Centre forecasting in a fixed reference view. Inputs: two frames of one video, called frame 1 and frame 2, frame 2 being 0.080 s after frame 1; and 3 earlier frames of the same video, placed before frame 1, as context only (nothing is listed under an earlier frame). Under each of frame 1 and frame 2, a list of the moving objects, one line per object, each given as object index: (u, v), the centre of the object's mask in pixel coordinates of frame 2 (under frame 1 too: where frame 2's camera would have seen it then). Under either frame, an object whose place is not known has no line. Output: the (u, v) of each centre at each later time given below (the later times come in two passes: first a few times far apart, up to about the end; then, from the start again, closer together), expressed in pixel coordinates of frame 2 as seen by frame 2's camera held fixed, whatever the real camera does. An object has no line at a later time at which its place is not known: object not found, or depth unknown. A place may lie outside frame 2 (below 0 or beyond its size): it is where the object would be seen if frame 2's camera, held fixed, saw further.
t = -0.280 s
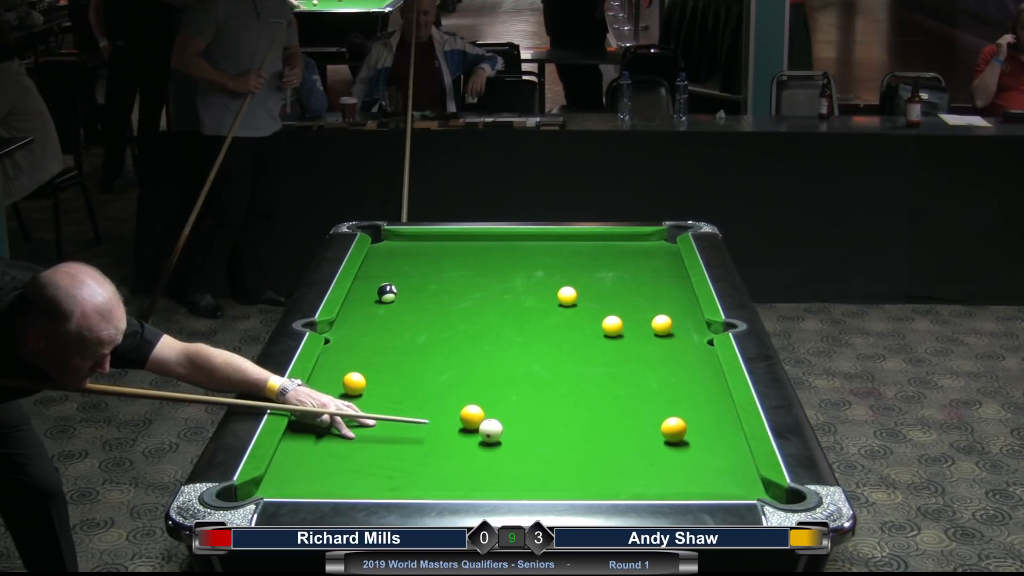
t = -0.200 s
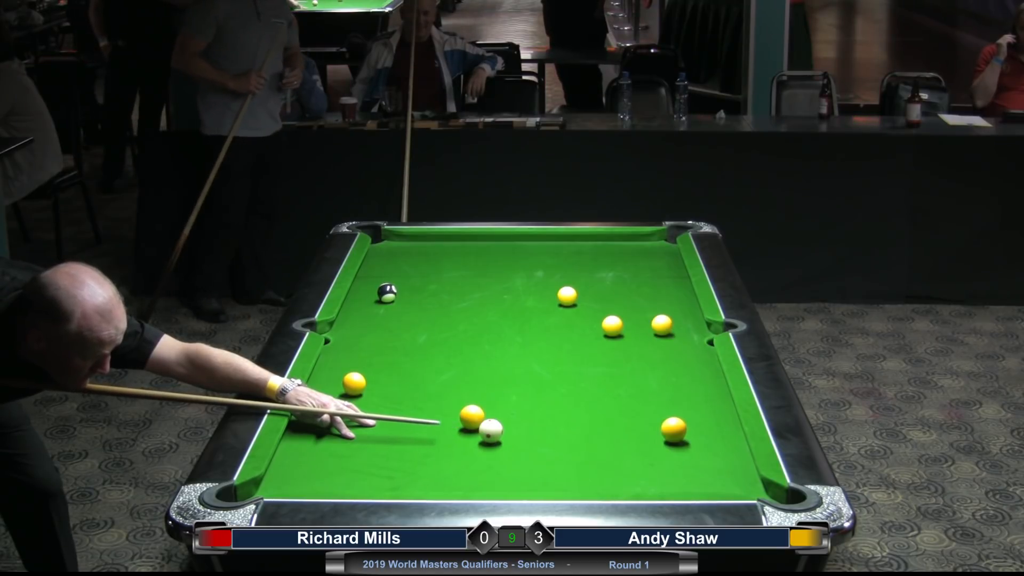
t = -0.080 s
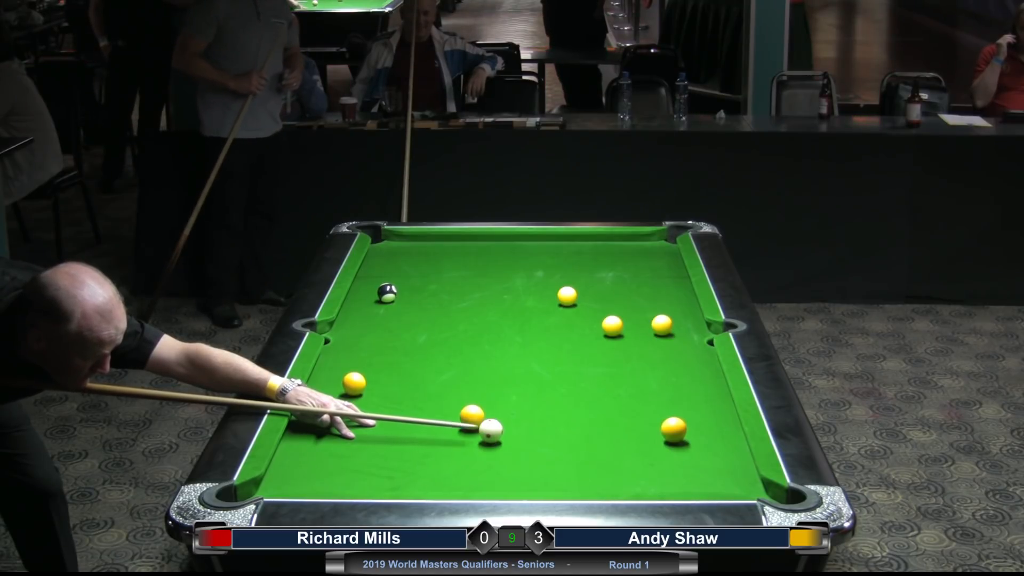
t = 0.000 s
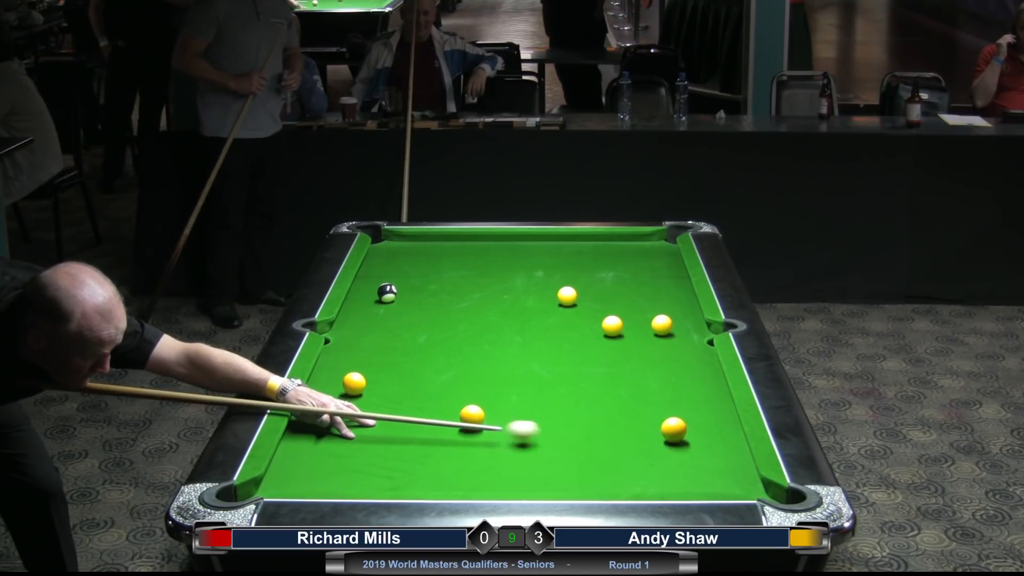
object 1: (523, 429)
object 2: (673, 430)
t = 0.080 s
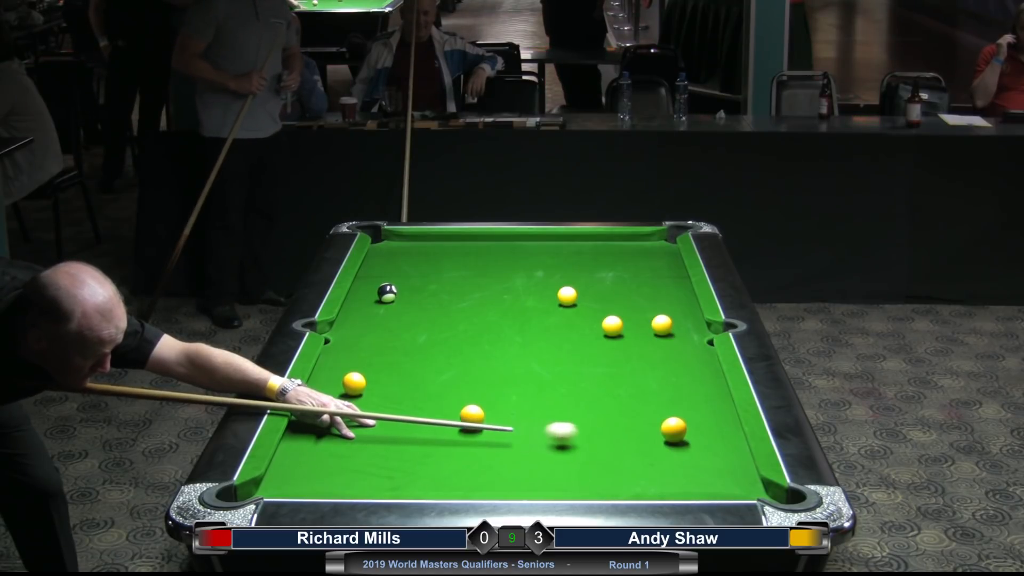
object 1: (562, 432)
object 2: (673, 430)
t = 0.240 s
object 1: (638, 436)
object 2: (674, 430)
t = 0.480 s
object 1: (726, 453)
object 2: (692, 421)
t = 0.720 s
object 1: (702, 470)
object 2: (711, 413)
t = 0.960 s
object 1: (656, 481)
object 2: (720, 406)
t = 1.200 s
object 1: (613, 485)
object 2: (708, 401)
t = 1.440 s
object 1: (576, 481)
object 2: (699, 397)
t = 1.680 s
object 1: (542, 478)
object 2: (691, 394)
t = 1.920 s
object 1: (511, 472)
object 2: (686, 392)
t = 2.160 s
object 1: (483, 467)
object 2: (683, 390)
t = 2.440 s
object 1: (455, 463)
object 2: (680, 390)
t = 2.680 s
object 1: (435, 460)
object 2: (681, 390)
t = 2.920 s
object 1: (417, 457)
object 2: (682, 390)
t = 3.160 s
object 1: (402, 455)
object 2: (681, 390)
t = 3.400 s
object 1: (390, 453)
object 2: (681, 390)
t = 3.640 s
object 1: (382, 452)
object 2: (681, 390)
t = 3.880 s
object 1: (377, 451)
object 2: (681, 390)
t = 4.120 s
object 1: (374, 450)
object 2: (681, 390)
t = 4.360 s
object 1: (373, 450)
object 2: (681, 390)
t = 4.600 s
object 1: (373, 450)
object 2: (681, 390)
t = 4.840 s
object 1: (373, 450)
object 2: (682, 390)
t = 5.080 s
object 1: (373, 450)
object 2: (681, 390)
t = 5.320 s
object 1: (373, 450)
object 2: (681, 390)
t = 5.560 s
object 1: (373, 450)
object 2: (681, 390)
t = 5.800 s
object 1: (373, 450)
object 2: (681, 390)
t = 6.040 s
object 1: (373, 450)
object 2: (681, 390)
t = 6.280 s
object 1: (373, 450)
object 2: (682, 390)
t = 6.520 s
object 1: (373, 450)
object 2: (682, 390)
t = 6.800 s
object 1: (373, 450)
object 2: (682, 390)
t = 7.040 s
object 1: (373, 450)
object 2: (681, 390)
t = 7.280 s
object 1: (373, 450)
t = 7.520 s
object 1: (373, 450)
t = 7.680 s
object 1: (374, 450)
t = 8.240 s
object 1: (373, 450)
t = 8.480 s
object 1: (373, 450)
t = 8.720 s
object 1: (373, 450)
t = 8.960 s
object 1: (373, 450)
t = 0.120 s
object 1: (580, 433)
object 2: (673, 430)
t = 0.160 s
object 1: (600, 433)
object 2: (673, 430)
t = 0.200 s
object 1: (619, 434)
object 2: (673, 430)
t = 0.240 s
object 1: (638, 436)
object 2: (674, 430)
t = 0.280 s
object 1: (657, 438)
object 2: (676, 428)
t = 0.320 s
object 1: (671, 440)
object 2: (679, 424)
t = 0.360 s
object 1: (684, 443)
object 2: (682, 423)
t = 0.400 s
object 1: (698, 447)
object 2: (685, 424)
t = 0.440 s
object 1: (712, 450)
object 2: (689, 423)
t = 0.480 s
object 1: (726, 453)
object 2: (692, 421)
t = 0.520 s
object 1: (739, 458)
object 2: (695, 420)
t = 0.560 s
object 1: (733, 460)
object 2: (699, 418)
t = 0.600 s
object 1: (725, 462)
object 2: (702, 417)
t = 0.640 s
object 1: (718, 465)
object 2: (705, 415)
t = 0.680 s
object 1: (710, 467)
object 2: (708, 414)
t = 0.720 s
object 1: (702, 470)
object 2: (711, 413)
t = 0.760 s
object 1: (694, 472)
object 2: (714, 411)
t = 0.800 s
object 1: (687, 474)
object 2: (717, 410)
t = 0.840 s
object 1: (679, 477)
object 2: (720, 409)
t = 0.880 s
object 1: (672, 478)
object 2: (723, 408)
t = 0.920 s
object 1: (664, 480)
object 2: (722, 406)
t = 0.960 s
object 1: (656, 481)
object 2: (720, 406)
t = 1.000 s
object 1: (649, 483)
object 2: (718, 405)
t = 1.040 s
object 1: (641, 484)
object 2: (716, 404)
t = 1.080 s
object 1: (634, 485)
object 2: (714, 403)
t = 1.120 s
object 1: (625, 486)
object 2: (712, 402)
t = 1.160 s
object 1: (619, 486)
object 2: (710, 402)
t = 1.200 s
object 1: (613, 485)
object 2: (708, 401)
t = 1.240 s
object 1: (606, 484)
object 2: (707, 400)
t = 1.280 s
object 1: (600, 484)
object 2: (705, 400)
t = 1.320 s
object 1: (594, 483)
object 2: (703, 399)
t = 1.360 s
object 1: (588, 483)
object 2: (702, 398)
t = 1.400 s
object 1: (582, 482)
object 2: (700, 398)
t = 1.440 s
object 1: (576, 481)
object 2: (699, 397)
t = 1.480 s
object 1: (570, 481)
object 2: (698, 396)
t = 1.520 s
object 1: (564, 480)
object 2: (696, 396)
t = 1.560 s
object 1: (559, 479)
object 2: (695, 395)
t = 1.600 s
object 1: (553, 479)
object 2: (694, 395)
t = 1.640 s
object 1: (547, 478)
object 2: (693, 394)
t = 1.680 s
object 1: (542, 478)
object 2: (691, 394)
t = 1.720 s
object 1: (537, 476)
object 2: (690, 393)
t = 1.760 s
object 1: (531, 475)
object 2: (690, 393)
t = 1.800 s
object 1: (526, 474)
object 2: (689, 393)
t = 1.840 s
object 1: (521, 473)
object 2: (688, 392)
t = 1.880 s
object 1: (516, 473)
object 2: (687, 392)
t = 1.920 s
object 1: (511, 472)
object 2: (686, 392)
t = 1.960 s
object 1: (506, 471)
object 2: (686, 391)
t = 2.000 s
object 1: (501, 470)
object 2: (685, 391)
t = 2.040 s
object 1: (497, 470)
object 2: (684, 391)
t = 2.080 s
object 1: (492, 469)
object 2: (684, 390)
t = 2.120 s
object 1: (488, 468)
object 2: (683, 390)
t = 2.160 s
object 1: (483, 467)
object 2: (683, 390)
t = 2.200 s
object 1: (479, 466)
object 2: (682, 390)
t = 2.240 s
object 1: (475, 466)
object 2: (682, 390)
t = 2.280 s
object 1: (471, 465)
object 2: (681, 390)
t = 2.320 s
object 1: (467, 465)
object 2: (681, 390)
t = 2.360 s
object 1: (463, 464)
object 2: (681, 390)
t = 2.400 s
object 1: (459, 464)
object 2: (681, 390)
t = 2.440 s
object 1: (455, 463)
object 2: (680, 390)
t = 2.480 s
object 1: (452, 462)
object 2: (681, 390)
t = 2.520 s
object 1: (448, 462)
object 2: (681, 390)
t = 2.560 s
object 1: (445, 461)
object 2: (681, 390)
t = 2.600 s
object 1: (441, 460)
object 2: (681, 390)
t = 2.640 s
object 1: (438, 460)
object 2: (681, 390)
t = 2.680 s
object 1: (435, 460)
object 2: (681, 390)
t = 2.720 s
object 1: (431, 459)
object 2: (681, 390)
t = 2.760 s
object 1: (428, 459)
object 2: (682, 390)
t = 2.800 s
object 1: (425, 459)
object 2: (682, 390)
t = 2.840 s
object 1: (422, 458)
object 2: (682, 390)
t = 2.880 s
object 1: (420, 458)
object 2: (681, 390)
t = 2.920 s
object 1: (417, 457)
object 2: (682, 390)
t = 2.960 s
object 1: (414, 457)
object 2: (681, 390)
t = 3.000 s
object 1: (412, 456)
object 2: (682, 390)
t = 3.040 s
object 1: (409, 456)
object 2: (681, 390)
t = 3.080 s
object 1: (407, 455)
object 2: (681, 390)
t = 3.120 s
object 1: (405, 455)
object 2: (681, 390)
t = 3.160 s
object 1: (402, 455)
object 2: (681, 390)
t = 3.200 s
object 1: (400, 455)
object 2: (681, 390)
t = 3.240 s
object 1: (398, 454)
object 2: (681, 390)
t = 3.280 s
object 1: (396, 454)
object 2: (681, 390)
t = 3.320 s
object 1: (394, 454)
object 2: (681, 390)
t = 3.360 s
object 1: (392, 454)
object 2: (681, 390)
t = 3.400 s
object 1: (390, 453)
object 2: (681, 390)
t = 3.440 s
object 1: (389, 453)
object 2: (681, 390)
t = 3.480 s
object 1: (387, 453)
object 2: (681, 390)
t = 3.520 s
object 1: (386, 453)
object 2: (681, 390)
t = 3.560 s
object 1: (385, 452)
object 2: (682, 390)
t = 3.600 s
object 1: (383, 452)
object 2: (681, 390)
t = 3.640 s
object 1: (382, 452)
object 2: (681, 390)
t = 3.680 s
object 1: (381, 452)
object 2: (681, 390)
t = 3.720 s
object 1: (380, 451)
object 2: (681, 390)
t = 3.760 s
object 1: (379, 451)
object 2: (681, 390)
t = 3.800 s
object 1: (378, 451)
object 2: (681, 390)
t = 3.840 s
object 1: (377, 451)
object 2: (681, 390)
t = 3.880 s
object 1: (377, 451)
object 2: (681, 390)
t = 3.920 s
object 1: (376, 450)
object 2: (681, 390)
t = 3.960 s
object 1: (376, 450)
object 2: (681, 390)
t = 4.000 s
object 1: (375, 450)
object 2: (681, 390)
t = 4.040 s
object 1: (375, 450)
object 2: (681, 390)
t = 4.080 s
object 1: (374, 450)
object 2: (681, 390)
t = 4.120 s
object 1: (374, 450)
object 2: (681, 390)
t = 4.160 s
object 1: (373, 450)
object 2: (681, 390)
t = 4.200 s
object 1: (373, 450)
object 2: (681, 390)
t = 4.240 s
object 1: (373, 450)
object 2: (681, 390)
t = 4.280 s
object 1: (373, 450)
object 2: (682, 390)
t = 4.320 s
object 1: (373, 450)
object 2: (682, 390)
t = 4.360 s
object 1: (373, 450)
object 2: (681, 390)
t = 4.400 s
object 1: (373, 450)
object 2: (681, 390)
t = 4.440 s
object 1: (373, 450)
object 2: (681, 390)
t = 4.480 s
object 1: (373, 450)
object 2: (681, 390)
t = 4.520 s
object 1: (373, 450)
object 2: (681, 390)
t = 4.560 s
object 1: (373, 450)
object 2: (682, 390)
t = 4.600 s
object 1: (373, 450)
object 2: (681, 390)
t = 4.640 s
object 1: (373, 450)
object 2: (681, 390)
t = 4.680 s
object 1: (373, 450)
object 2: (681, 390)
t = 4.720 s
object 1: (373, 450)
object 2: (681, 390)
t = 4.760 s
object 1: (373, 450)
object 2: (681, 390)
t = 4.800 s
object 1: (373, 450)
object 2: (682, 390)
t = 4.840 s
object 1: (373, 450)
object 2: (682, 390)
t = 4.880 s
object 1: (373, 450)
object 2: (681, 390)
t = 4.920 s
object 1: (373, 450)
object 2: (681, 390)
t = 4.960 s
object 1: (373, 450)
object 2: (681, 390)
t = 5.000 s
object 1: (373, 450)
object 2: (681, 390)
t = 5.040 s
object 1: (373, 450)
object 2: (682, 390)
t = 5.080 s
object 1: (373, 450)
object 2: (681, 390)
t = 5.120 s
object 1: (373, 450)
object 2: (681, 390)
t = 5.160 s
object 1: (373, 450)
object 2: (681, 390)
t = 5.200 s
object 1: (373, 450)
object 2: (681, 390)
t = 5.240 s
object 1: (373, 450)
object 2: (681, 390)
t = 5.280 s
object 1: (373, 450)
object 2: (681, 390)
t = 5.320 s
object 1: (373, 450)
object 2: (681, 390)
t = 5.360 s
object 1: (373, 450)
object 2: (681, 390)
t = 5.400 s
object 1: (373, 450)
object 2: (681, 390)
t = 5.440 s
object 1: (373, 450)
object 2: (681, 390)
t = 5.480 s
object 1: (373, 450)
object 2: (682, 390)
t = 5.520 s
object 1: (373, 450)
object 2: (681, 390)
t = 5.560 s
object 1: (373, 450)
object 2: (681, 390)
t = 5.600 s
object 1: (373, 450)
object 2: (681, 390)
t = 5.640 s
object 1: (373, 450)
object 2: (681, 390)
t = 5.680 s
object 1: (373, 450)
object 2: (682, 390)
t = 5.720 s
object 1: (373, 450)
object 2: (681, 390)
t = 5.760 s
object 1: (373, 450)
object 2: (681, 390)
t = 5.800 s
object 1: (373, 450)
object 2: (681, 390)
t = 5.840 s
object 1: (373, 450)
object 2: (682, 390)
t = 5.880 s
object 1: (373, 450)
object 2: (681, 390)
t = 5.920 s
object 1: (373, 450)
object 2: (681, 390)
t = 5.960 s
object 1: (373, 450)
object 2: (681, 390)
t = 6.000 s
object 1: (373, 450)
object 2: (682, 390)
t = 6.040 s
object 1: (373, 450)
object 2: (681, 390)
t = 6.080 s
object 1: (373, 450)
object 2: (682, 390)
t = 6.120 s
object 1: (373, 450)
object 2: (682, 390)
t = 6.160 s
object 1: (373, 450)
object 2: (681, 390)
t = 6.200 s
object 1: (373, 450)
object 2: (681, 390)
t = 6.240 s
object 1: (373, 450)
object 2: (681, 390)
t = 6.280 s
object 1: (373, 450)
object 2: (682, 390)
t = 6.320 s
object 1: (373, 450)
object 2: (682, 390)
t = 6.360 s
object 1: (373, 450)
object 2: (681, 390)
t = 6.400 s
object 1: (373, 450)
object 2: (681, 390)
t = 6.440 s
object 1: (373, 450)
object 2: (681, 390)
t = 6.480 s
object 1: (373, 450)
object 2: (681, 390)
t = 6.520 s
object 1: (373, 450)
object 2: (682, 390)
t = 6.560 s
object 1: (373, 450)
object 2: (682, 390)
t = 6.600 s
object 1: (373, 450)
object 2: (681, 390)
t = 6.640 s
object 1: (373, 450)
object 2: (681, 390)
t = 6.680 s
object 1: (373, 450)
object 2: (682, 390)
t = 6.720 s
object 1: (373, 450)
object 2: (681, 390)
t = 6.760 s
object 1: (373, 450)
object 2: (682, 390)
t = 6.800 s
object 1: (373, 450)
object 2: (682, 390)
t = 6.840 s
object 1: (373, 450)
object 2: (681, 390)
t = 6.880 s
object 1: (373, 450)
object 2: (682, 390)
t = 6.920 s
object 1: (373, 450)
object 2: (682, 390)
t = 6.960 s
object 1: (373, 450)
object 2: (681, 390)
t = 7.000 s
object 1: (373, 450)
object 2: (681, 390)
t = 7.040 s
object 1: (373, 450)
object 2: (681, 390)
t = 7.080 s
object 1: (373, 450)
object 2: (681, 390)
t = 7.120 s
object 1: (373, 450)
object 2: (681, 390)
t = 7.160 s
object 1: (373, 450)
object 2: (681, 390)
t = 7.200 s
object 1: (373, 450)
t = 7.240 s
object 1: (373, 450)
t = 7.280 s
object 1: (373, 450)
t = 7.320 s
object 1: (373, 450)
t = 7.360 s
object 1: (373, 450)
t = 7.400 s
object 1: (373, 450)
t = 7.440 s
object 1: (373, 450)
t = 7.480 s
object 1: (373, 450)
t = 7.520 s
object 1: (373, 450)
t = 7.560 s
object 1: (373, 450)
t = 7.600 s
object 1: (373, 450)
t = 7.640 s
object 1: (373, 450)
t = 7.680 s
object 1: (374, 450)
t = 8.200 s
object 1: (370, 448)
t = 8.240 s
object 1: (373, 450)
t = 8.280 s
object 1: (373, 449)
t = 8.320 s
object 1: (373, 450)
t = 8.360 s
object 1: (373, 450)
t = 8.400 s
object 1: (373, 449)
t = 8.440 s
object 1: (373, 450)
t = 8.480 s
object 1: (373, 450)
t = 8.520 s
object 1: (373, 450)
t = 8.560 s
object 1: (373, 450)
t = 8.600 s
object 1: (373, 450)
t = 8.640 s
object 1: (373, 450)
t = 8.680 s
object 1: (373, 450)
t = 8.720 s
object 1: (373, 450)
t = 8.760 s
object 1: (373, 450)
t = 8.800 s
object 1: (373, 450)
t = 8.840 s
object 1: (373, 450)
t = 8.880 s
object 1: (373, 450)
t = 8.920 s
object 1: (373, 450)
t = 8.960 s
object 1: (373, 450)
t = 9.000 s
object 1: (373, 450)
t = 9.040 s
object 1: (373, 450)
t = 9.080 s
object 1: (373, 450)
